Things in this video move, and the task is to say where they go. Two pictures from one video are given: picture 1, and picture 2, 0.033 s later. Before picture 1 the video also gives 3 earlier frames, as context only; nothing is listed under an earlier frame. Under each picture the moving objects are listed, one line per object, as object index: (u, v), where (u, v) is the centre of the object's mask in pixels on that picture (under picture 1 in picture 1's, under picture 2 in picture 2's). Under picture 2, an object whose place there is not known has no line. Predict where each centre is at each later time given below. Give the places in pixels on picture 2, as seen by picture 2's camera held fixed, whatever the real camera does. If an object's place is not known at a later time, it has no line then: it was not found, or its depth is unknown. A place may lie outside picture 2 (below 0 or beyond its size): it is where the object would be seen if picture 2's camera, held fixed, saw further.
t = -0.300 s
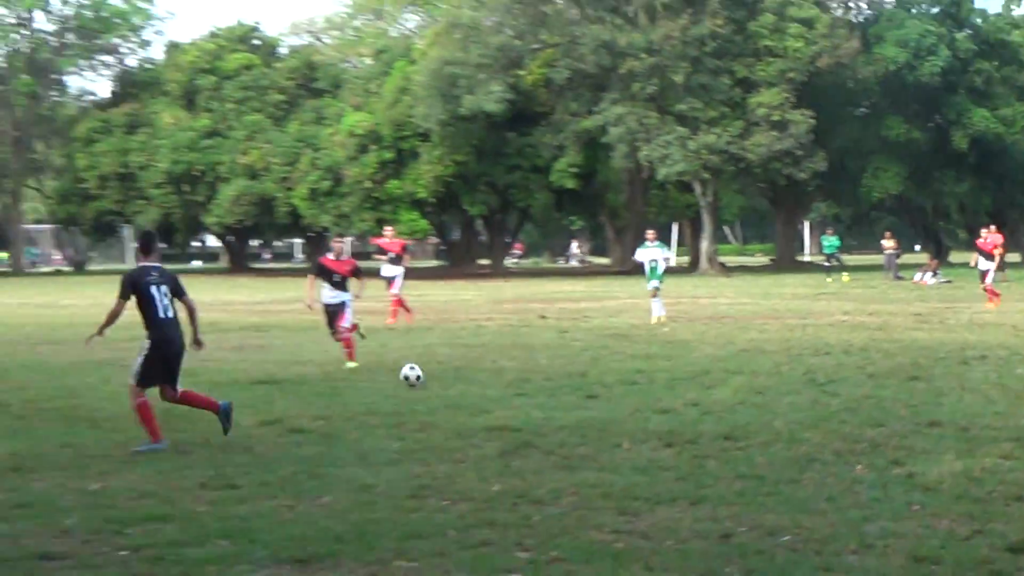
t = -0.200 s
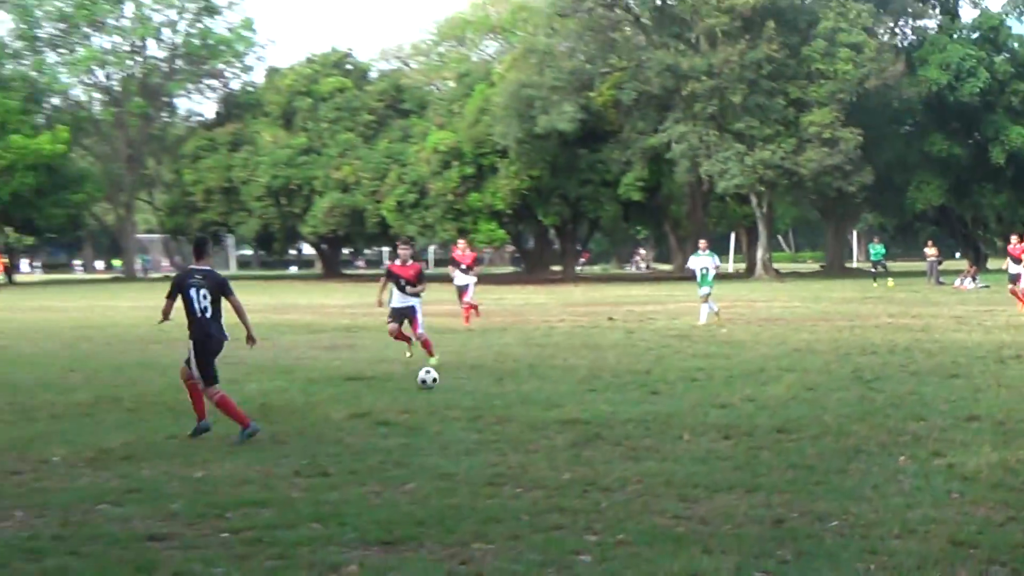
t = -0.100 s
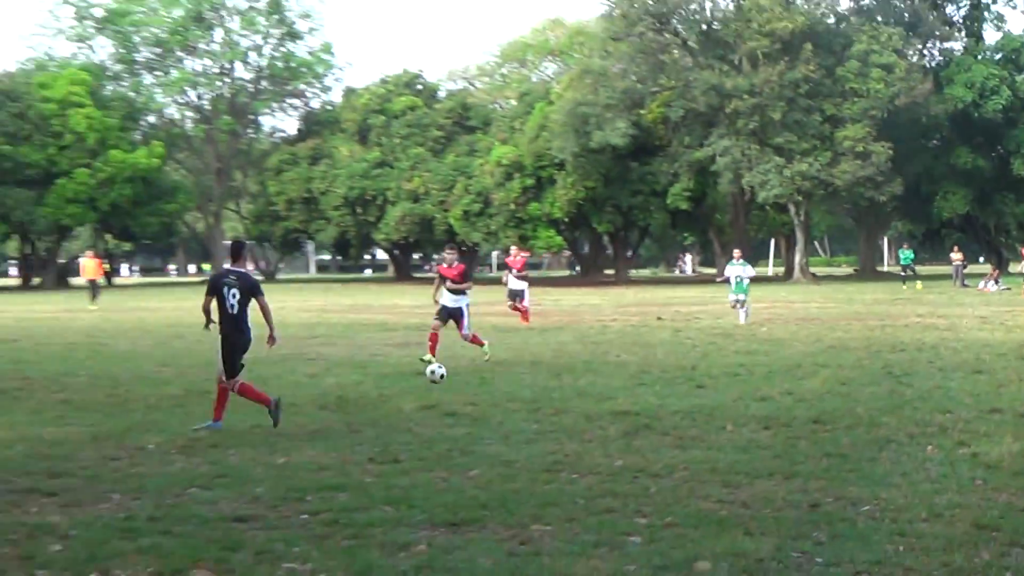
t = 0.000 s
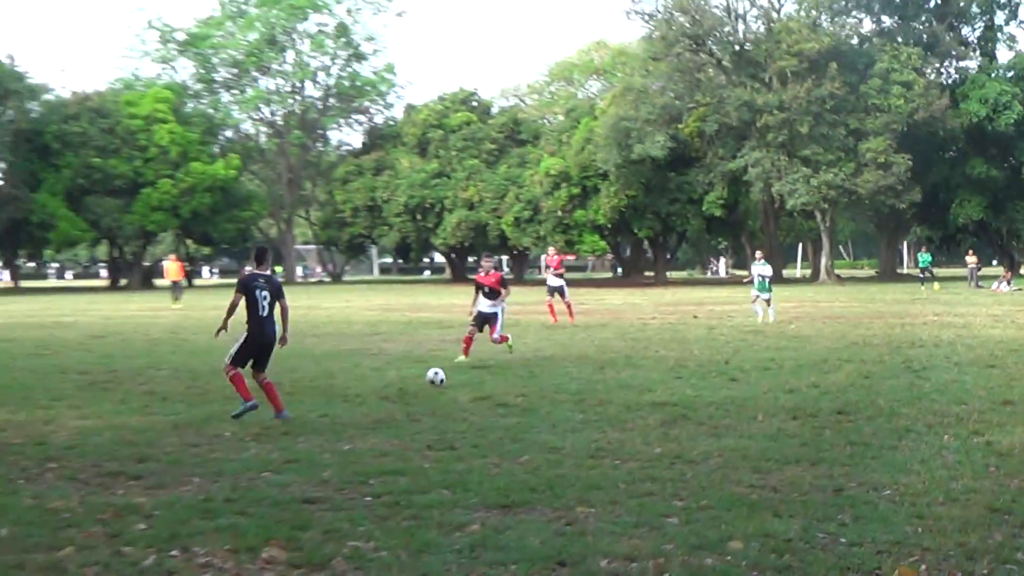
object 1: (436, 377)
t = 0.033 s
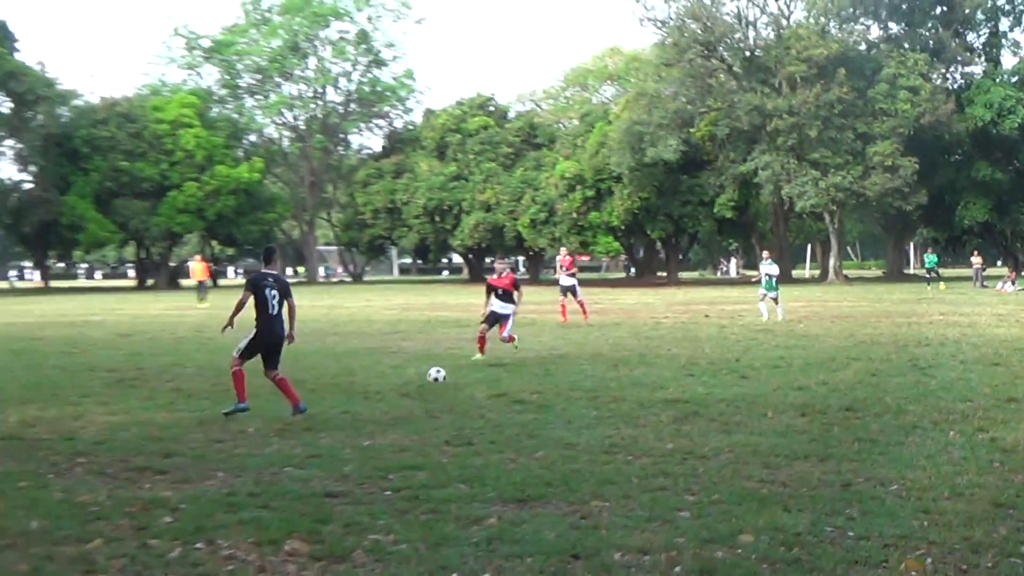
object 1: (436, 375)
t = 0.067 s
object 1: (422, 373)
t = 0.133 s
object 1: (394, 367)
